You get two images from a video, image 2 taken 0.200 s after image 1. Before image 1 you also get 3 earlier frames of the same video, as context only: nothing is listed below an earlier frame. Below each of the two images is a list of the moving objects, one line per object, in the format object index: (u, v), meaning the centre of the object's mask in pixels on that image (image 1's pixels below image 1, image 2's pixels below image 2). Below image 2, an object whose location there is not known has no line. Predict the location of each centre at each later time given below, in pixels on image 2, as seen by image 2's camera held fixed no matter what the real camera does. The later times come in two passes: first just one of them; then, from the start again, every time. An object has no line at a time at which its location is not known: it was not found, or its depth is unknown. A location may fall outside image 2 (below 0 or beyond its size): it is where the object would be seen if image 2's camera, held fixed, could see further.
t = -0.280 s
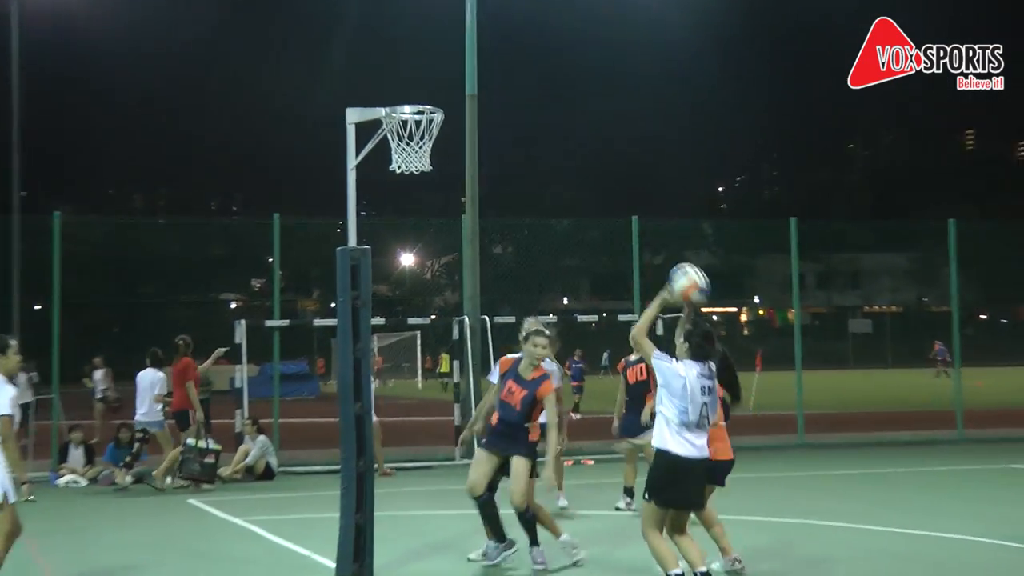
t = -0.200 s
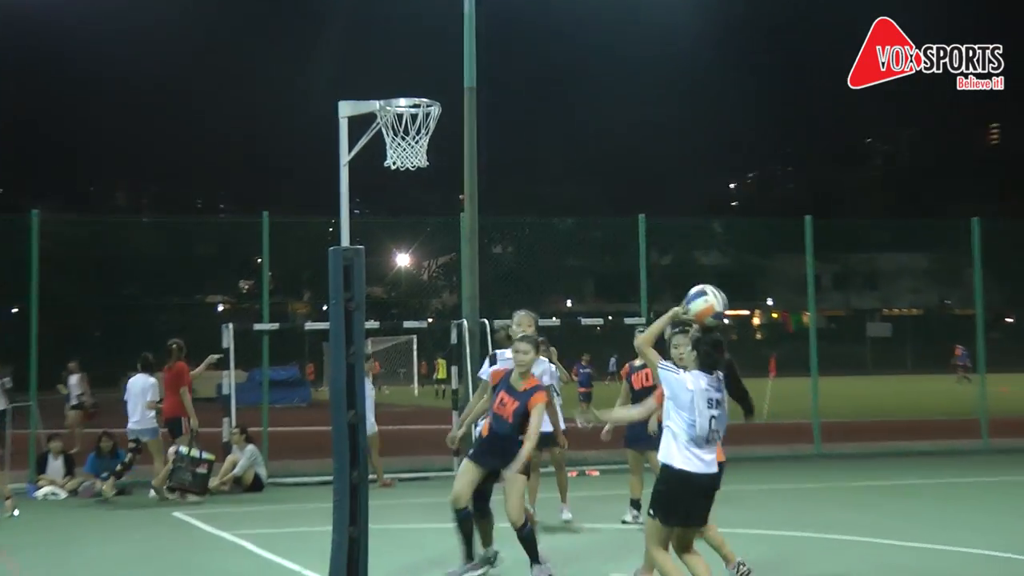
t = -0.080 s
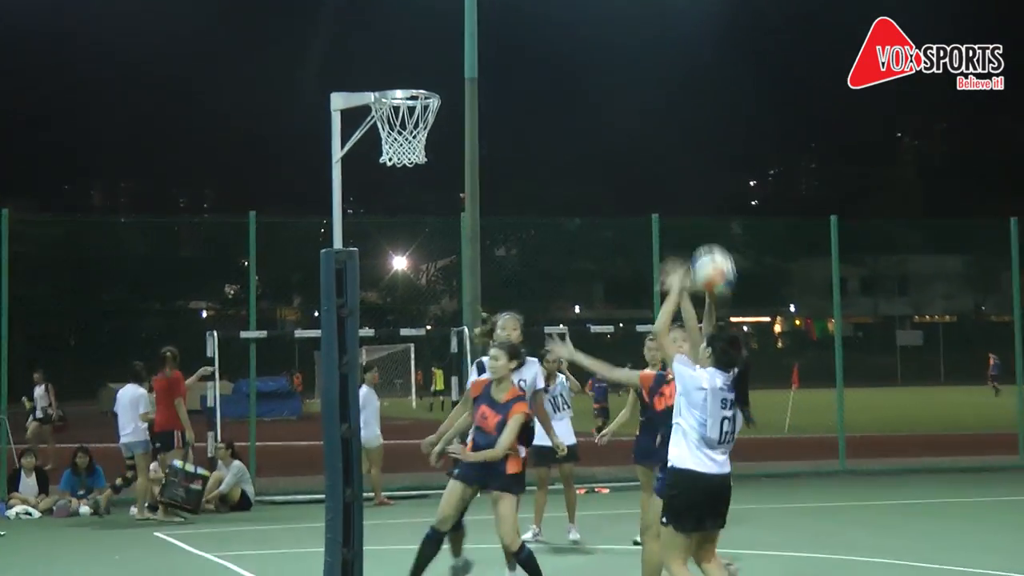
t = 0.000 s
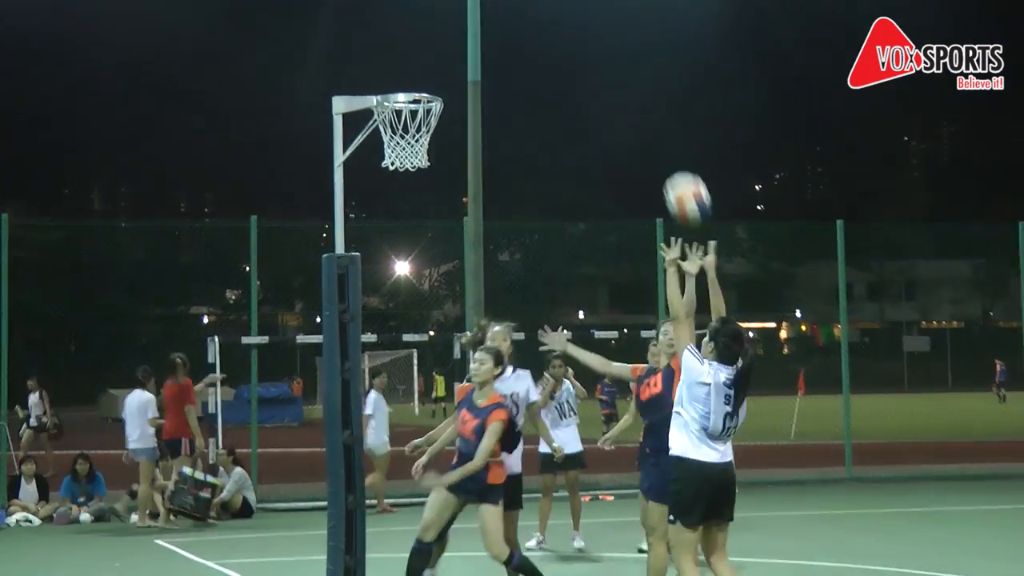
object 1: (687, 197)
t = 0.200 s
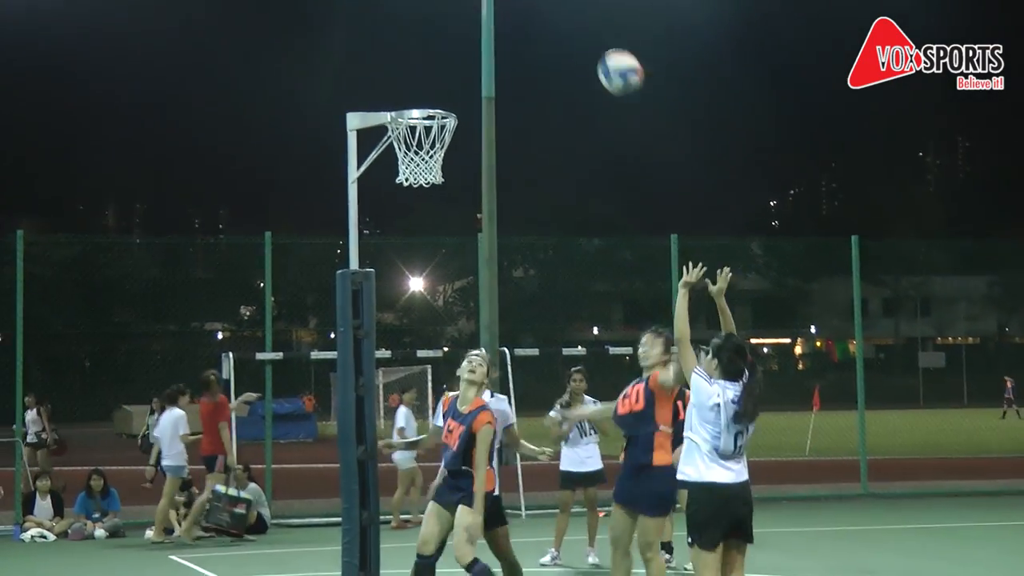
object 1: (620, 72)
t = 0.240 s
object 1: (605, 54)
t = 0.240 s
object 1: (605, 54)
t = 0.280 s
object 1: (590, 39)
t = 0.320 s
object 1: (575, 27)
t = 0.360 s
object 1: (561, 18)
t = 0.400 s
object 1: (548, 12)
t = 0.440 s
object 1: (534, 9)
